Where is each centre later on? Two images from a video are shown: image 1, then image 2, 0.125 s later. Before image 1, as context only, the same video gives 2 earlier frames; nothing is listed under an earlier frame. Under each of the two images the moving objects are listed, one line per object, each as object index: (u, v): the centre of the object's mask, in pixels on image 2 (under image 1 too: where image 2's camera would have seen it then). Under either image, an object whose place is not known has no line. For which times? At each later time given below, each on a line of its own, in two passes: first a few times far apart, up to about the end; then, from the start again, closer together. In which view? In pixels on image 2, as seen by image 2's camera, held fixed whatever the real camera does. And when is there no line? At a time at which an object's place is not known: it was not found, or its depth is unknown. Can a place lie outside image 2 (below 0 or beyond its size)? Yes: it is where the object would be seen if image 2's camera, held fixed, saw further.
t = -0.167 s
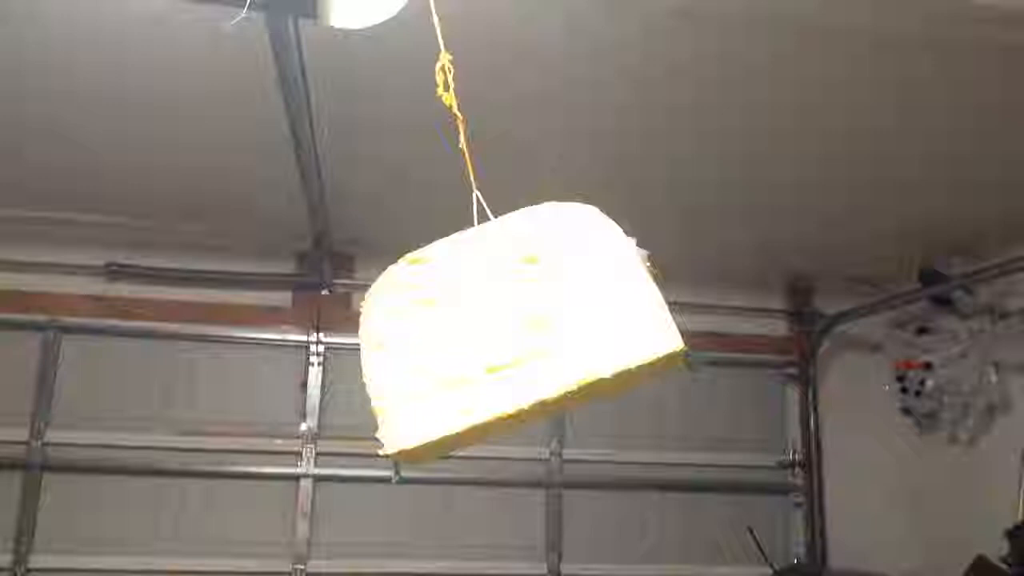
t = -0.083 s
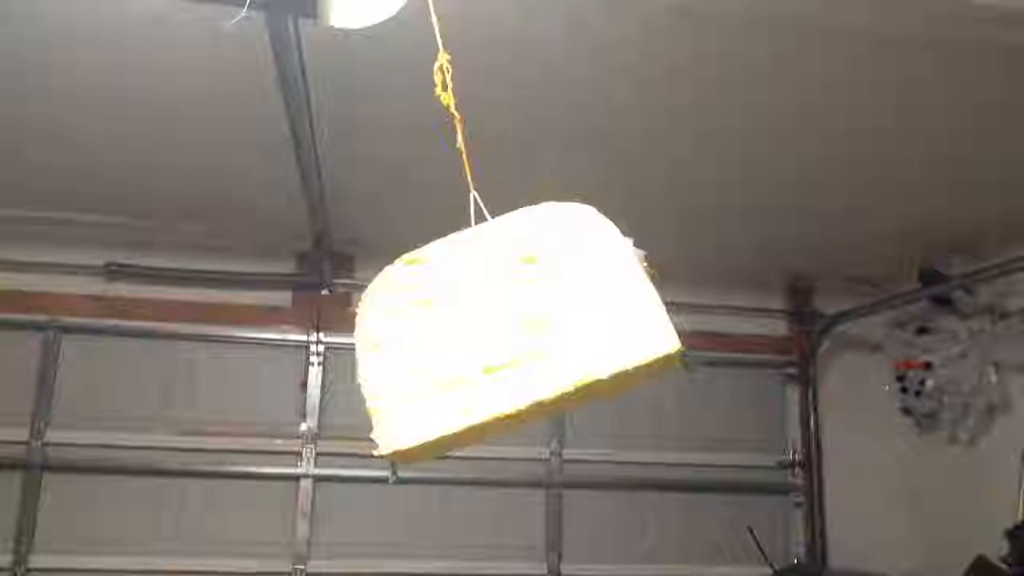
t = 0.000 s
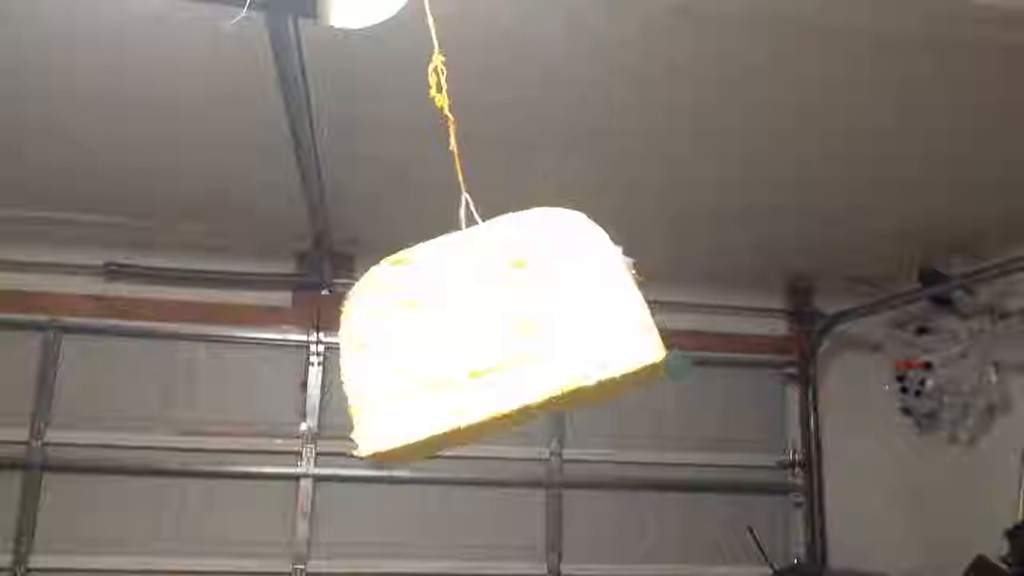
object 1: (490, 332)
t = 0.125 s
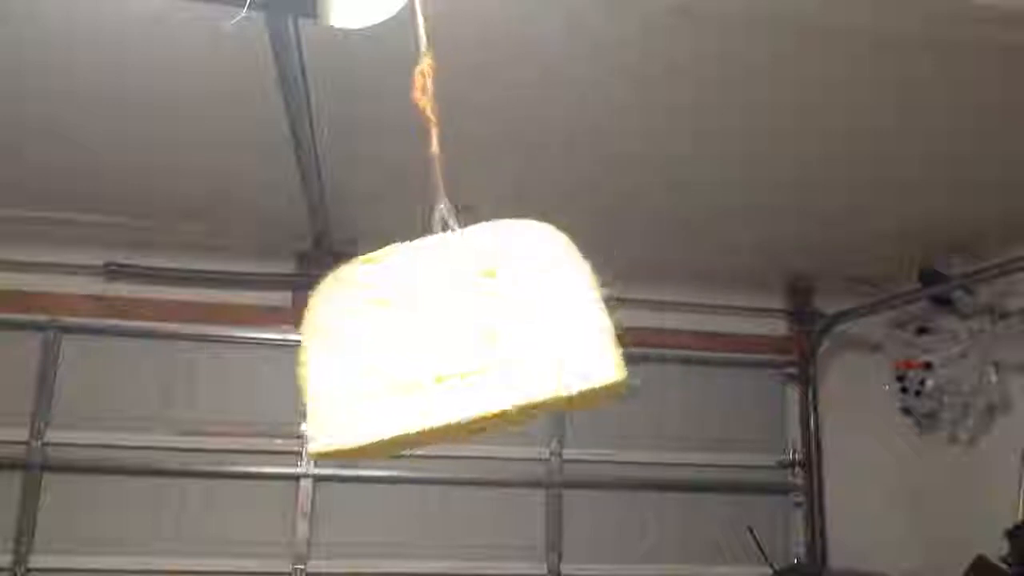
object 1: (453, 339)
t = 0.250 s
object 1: (400, 345)
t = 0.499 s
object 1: (296, 341)
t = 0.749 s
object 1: (237, 331)
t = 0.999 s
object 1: (252, 334)
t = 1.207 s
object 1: (317, 348)
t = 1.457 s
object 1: (424, 349)
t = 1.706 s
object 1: (499, 335)
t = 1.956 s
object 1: (497, 336)
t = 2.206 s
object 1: (420, 348)
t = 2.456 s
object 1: (318, 349)
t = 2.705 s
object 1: (249, 343)
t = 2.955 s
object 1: (255, 338)
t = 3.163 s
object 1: (310, 350)
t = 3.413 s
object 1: (394, 350)
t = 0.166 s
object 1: (436, 341)
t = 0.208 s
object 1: (418, 343)
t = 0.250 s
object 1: (400, 345)
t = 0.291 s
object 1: (383, 346)
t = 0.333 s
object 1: (365, 347)
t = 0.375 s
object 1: (347, 346)
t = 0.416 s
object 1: (329, 344)
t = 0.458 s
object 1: (312, 343)
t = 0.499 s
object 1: (296, 341)
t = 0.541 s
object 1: (281, 344)
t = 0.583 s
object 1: (269, 340)
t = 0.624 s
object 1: (258, 337)
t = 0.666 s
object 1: (249, 335)
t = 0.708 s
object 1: (241, 333)
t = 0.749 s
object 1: (237, 331)
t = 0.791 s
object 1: (234, 330)
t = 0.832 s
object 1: (234, 330)
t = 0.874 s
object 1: (235, 330)
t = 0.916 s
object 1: (238, 331)
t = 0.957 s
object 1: (243, 333)
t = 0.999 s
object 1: (252, 334)
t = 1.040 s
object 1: (261, 337)
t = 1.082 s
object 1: (273, 340)
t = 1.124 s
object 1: (286, 342)
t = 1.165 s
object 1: (300, 346)
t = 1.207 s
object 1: (317, 348)
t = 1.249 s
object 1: (334, 349)
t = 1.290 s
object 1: (353, 350)
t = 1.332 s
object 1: (371, 351)
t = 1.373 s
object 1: (390, 350)
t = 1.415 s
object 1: (407, 349)
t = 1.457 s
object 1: (424, 349)
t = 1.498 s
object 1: (440, 345)
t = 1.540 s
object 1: (456, 342)
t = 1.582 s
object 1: (469, 340)
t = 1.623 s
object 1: (481, 338)
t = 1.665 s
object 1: (492, 336)
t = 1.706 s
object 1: (499, 335)
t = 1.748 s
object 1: (505, 334)
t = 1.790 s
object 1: (508, 333)
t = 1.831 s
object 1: (508, 333)
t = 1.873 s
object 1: (508, 334)
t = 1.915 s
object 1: (504, 334)
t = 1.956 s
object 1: (497, 336)
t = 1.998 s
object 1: (489, 338)
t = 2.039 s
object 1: (478, 338)
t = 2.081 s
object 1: (467, 341)
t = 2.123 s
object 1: (451, 345)
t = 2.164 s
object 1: (436, 347)
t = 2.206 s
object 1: (420, 348)
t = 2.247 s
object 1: (402, 350)
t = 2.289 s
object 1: (386, 352)
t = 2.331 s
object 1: (369, 351)
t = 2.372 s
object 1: (351, 350)
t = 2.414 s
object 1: (335, 351)
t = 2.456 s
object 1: (318, 349)
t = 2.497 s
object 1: (302, 348)
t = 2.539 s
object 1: (287, 348)
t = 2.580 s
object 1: (275, 347)
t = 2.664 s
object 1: (256, 344)
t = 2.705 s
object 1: (249, 343)
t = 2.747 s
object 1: (246, 341)
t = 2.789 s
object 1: (243, 340)
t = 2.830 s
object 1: (243, 340)
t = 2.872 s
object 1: (244, 341)
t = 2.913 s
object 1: (248, 340)
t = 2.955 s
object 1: (255, 338)
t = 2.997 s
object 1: (261, 342)
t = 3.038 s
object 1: (270, 344)
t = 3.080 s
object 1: (283, 346)
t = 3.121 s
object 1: (296, 348)
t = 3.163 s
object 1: (310, 350)
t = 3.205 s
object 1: (326, 350)
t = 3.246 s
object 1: (341, 352)
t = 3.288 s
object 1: (356, 352)
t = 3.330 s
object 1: (372, 352)
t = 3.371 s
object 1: (385, 351)
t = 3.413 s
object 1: (394, 350)
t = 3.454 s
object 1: (404, 349)
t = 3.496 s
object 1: (414, 347)
